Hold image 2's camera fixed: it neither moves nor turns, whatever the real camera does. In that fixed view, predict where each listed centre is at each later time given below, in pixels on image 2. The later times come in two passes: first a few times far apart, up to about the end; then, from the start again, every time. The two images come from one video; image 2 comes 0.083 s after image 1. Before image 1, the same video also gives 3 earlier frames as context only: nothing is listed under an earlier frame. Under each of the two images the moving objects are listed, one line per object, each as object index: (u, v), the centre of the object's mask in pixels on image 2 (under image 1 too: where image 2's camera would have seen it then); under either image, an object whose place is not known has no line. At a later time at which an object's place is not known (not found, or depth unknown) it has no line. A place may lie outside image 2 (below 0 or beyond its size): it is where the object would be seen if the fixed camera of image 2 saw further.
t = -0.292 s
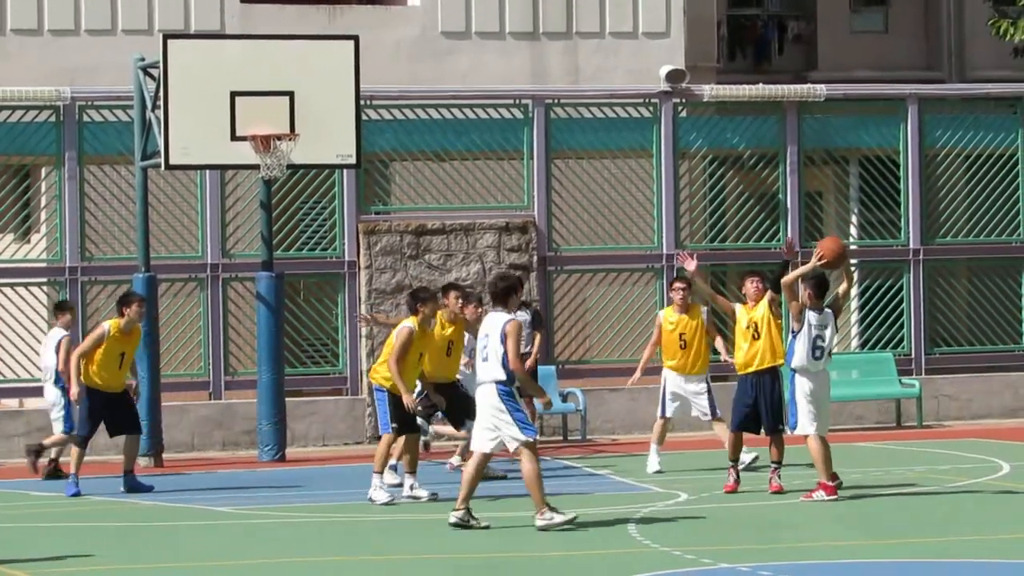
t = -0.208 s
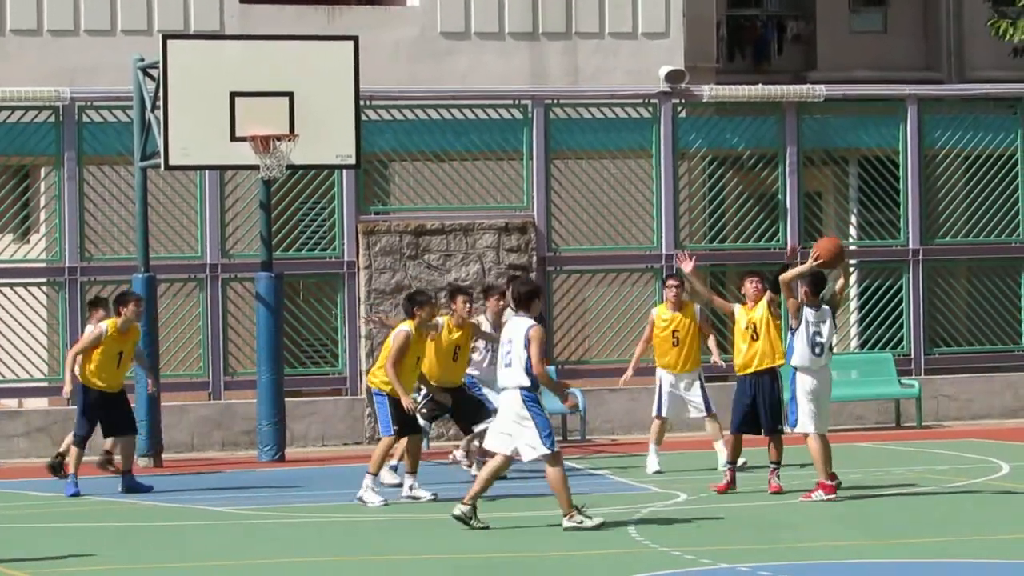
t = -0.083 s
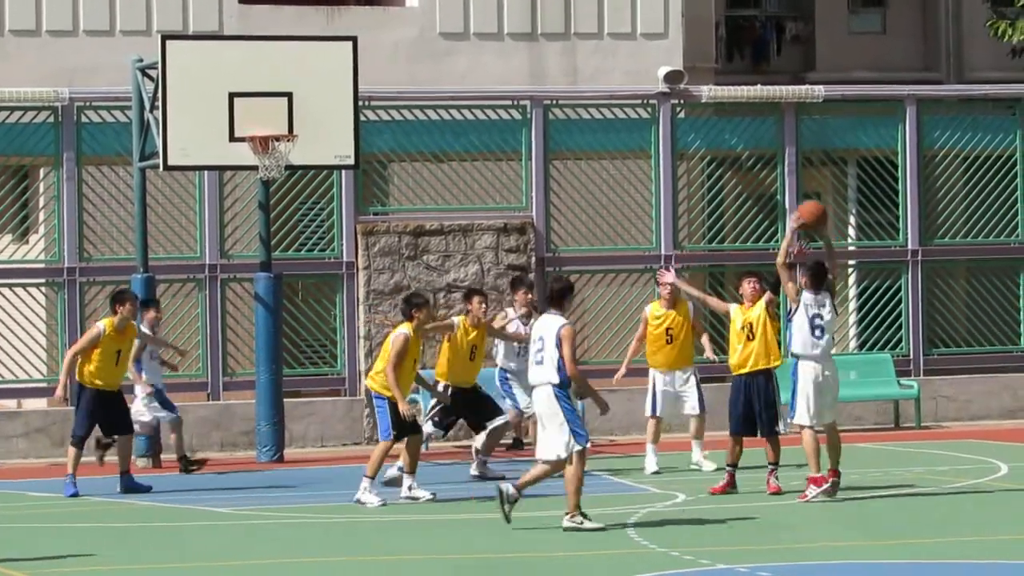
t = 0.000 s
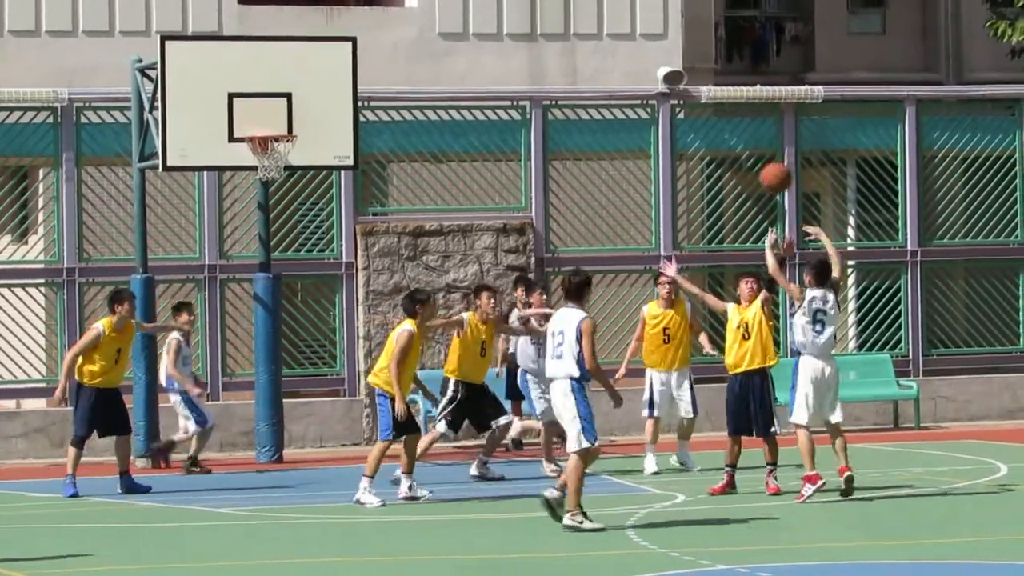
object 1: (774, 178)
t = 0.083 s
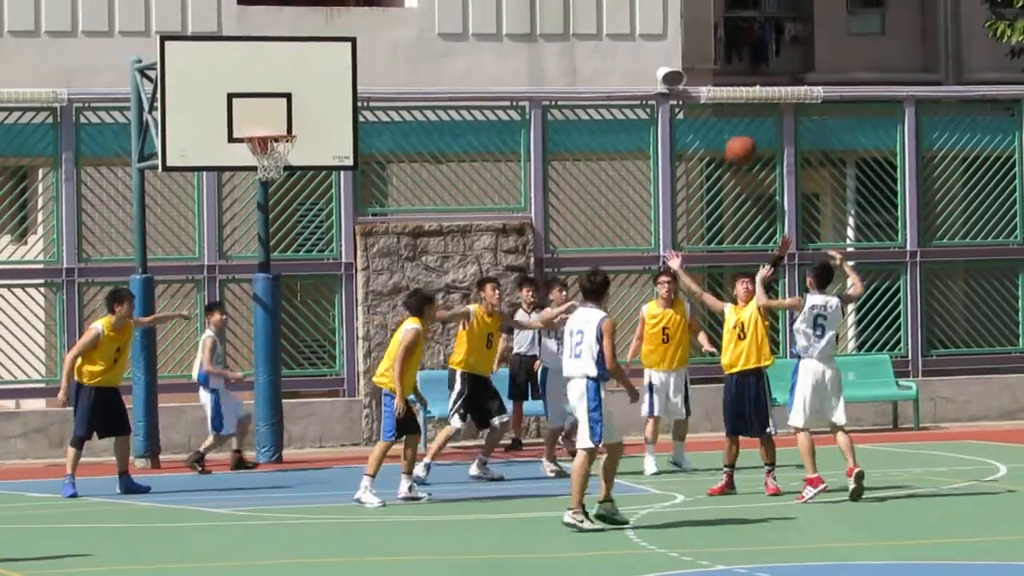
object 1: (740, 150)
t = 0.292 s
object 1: (661, 126)
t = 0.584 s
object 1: (569, 179)
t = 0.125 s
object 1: (724, 140)
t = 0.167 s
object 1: (708, 133)
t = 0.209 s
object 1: (693, 128)
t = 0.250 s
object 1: (677, 125)
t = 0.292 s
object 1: (661, 126)
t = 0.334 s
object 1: (648, 127)
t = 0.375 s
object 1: (634, 131)
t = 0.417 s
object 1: (620, 137)
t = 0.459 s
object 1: (606, 145)
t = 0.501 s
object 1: (594, 154)
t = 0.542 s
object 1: (581, 166)
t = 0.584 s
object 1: (569, 179)
